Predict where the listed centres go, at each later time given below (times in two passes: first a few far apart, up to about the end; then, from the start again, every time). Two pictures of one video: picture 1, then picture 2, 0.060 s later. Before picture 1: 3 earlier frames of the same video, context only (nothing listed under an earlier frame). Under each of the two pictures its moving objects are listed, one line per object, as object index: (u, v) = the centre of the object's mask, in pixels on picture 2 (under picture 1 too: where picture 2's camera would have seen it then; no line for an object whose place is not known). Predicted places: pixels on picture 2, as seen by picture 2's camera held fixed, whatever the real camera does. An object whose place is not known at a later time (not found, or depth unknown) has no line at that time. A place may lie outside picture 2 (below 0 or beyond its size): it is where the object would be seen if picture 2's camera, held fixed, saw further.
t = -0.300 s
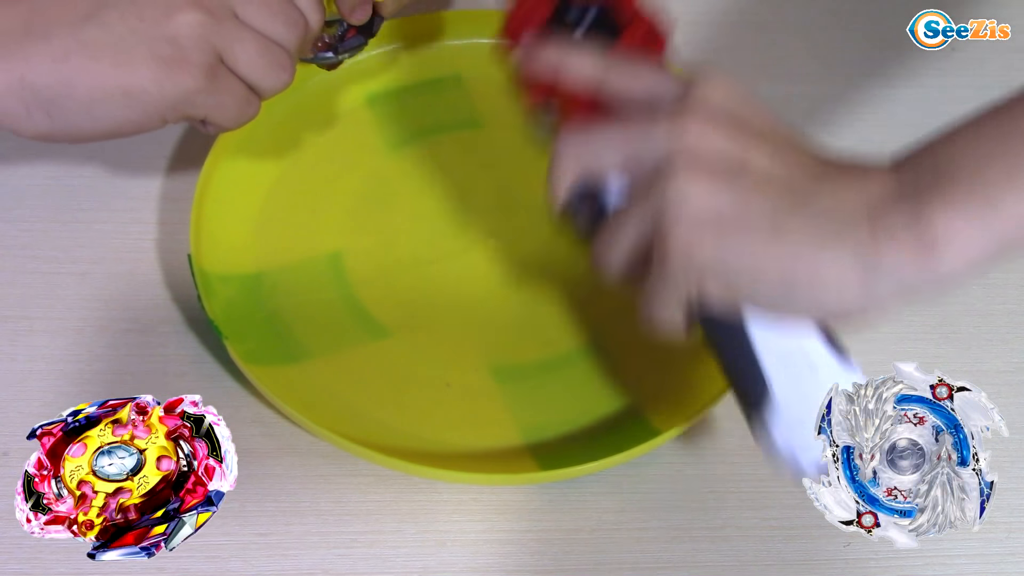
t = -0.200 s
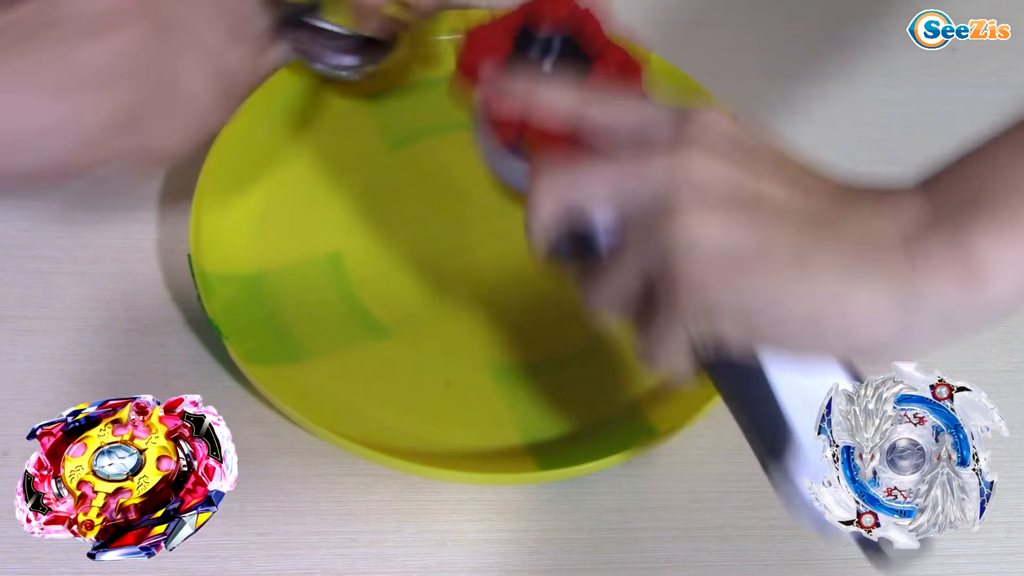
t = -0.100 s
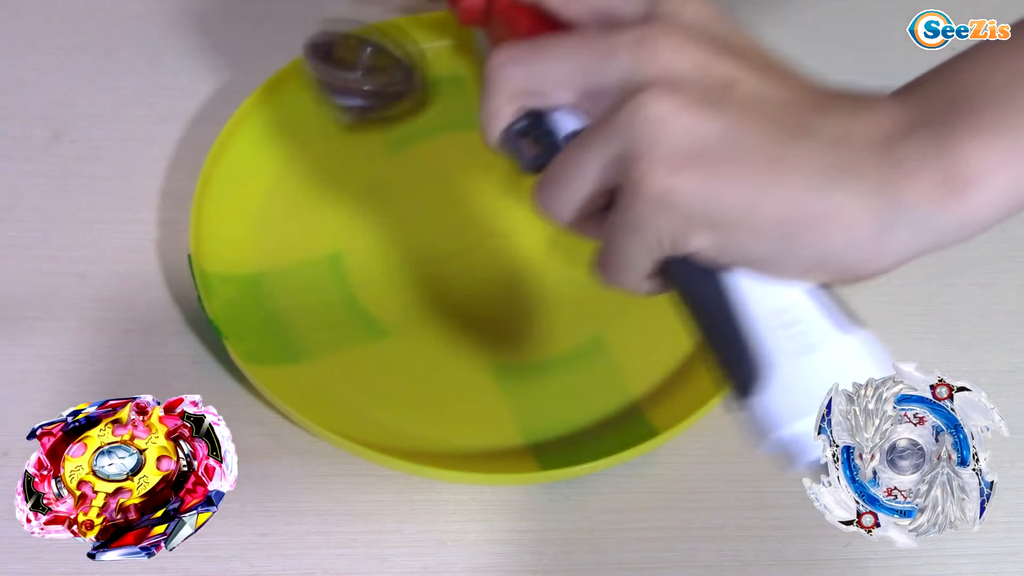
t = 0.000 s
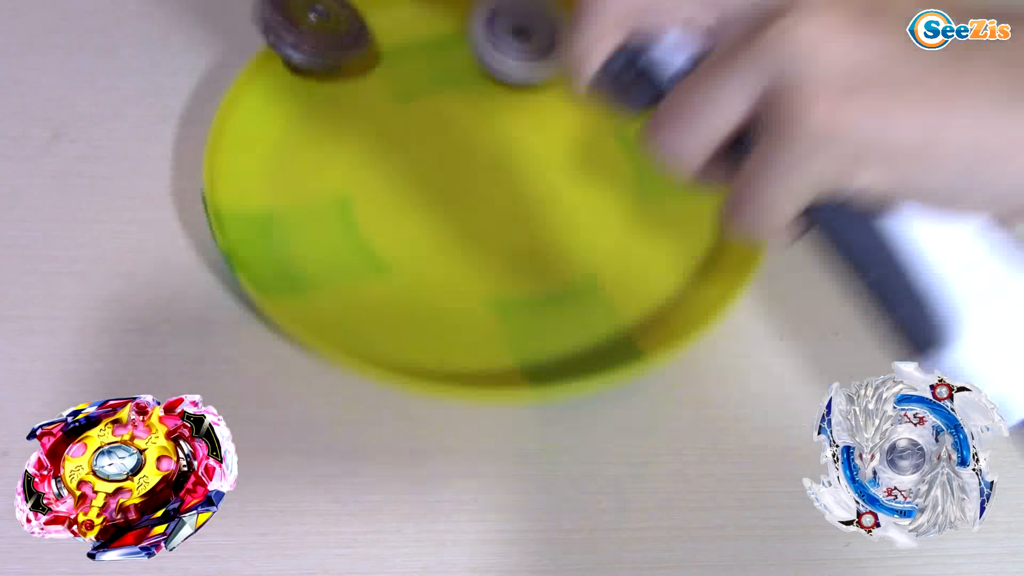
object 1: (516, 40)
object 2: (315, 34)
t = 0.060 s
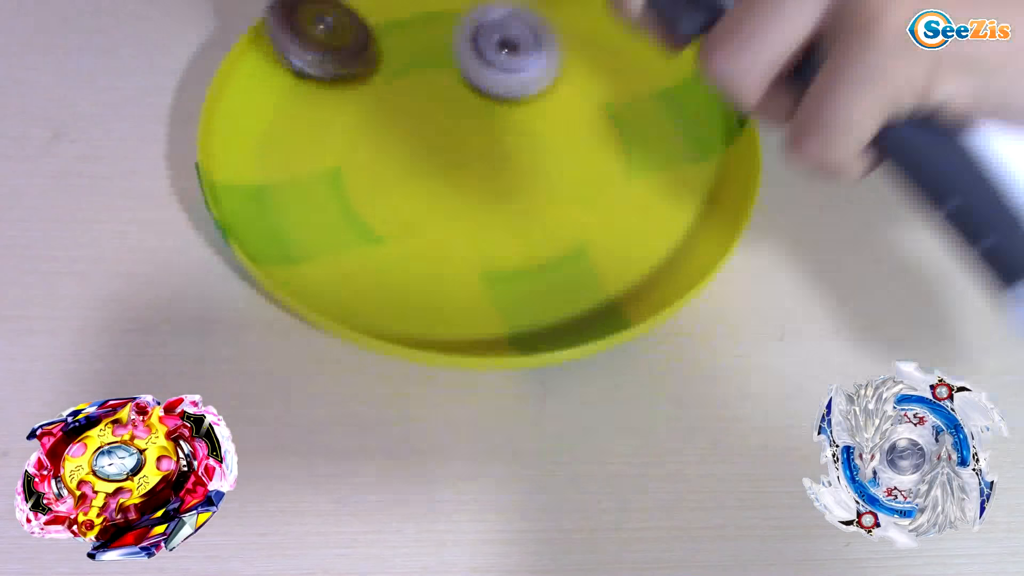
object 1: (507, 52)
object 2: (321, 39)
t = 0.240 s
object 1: (519, 49)
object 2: (349, 26)
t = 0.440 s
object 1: (652, 36)
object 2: (415, 17)
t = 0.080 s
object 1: (503, 55)
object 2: (326, 38)
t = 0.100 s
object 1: (499, 56)
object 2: (329, 38)
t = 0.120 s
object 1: (497, 57)
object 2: (331, 35)
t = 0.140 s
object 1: (497, 57)
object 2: (334, 34)
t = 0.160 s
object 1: (498, 56)
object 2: (337, 31)
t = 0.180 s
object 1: (501, 56)
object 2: (340, 29)
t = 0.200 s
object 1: (505, 54)
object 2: (342, 27)
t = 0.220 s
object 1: (512, 52)
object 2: (346, 26)
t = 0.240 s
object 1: (519, 49)
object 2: (349, 26)
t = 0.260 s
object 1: (529, 47)
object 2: (353, 27)
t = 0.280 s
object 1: (542, 45)
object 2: (357, 27)
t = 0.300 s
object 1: (555, 43)
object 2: (361, 28)
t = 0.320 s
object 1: (570, 41)
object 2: (366, 26)
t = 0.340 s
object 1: (585, 39)
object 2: (371, 27)
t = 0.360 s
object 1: (600, 38)
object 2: (377, 24)
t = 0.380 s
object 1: (617, 37)
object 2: (383, 23)
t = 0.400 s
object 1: (633, 36)
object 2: (395, 21)
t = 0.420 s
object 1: (647, 35)
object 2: (404, 19)
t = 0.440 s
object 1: (652, 36)
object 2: (415, 17)
